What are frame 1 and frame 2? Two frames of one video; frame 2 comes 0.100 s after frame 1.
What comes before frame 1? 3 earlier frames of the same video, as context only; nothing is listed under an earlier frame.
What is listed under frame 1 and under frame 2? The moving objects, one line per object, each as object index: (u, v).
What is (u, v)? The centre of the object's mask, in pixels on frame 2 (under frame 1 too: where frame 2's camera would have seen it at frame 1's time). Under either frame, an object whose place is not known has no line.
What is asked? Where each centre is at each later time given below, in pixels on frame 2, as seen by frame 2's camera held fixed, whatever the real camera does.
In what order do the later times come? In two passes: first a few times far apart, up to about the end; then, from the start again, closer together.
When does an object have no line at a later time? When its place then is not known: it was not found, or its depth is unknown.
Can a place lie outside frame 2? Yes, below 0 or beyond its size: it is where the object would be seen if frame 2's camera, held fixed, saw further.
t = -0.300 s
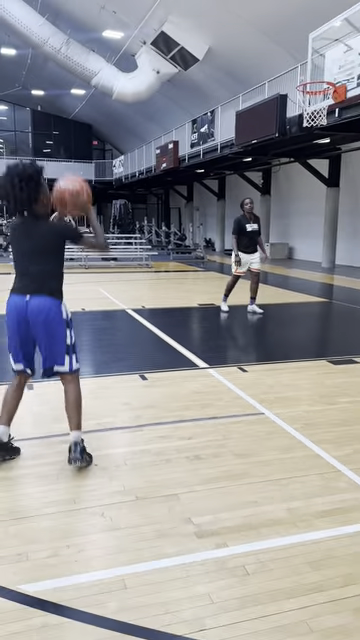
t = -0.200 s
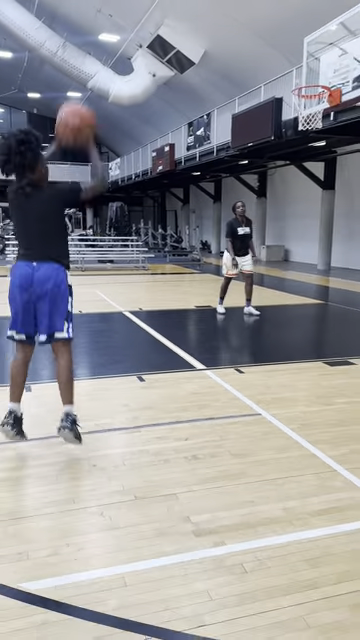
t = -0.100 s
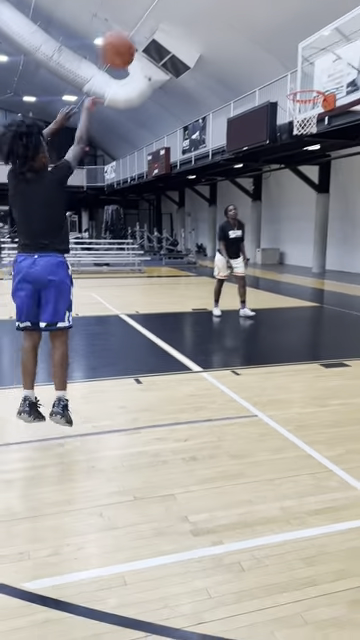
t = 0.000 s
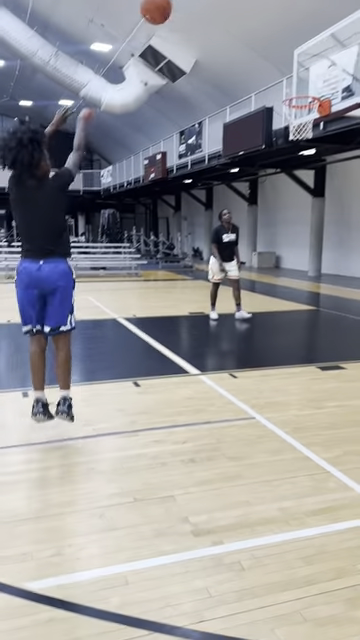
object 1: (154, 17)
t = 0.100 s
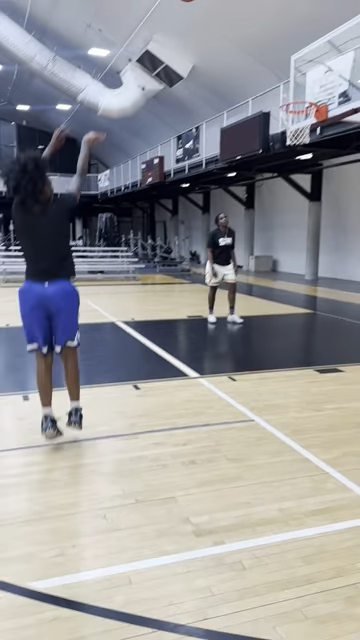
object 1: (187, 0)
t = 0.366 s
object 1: (251, -12)
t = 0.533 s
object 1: (280, 14)
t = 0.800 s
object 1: (310, 96)
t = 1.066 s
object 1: (265, 111)
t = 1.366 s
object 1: (218, 173)
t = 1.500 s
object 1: (201, 212)
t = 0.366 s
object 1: (251, -12)
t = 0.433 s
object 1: (263, -9)
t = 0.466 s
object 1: (270, -2)
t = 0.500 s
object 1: (275, 6)
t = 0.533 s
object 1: (280, 14)
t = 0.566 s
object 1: (286, 24)
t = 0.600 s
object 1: (290, 33)
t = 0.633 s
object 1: (294, 43)
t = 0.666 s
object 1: (297, 52)
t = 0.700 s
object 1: (301, 63)
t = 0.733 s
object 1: (304, 74)
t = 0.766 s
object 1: (308, 85)
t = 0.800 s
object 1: (310, 96)
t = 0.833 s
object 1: (309, 99)
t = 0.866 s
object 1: (303, 100)
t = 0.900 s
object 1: (296, 101)
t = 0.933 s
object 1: (290, 100)
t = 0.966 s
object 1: (284, 102)
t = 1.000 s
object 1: (277, 105)
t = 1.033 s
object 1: (271, 108)
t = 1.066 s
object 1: (265, 111)
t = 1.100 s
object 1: (260, 116)
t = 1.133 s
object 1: (254, 122)
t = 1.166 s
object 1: (249, 127)
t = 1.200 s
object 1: (243, 134)
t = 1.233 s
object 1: (237, 140)
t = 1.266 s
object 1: (232, 147)
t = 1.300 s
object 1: (228, 156)
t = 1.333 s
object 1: (223, 164)
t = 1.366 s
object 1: (218, 173)
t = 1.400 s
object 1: (213, 181)
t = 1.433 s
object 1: (209, 192)
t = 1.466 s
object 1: (205, 202)
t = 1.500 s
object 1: (201, 212)
